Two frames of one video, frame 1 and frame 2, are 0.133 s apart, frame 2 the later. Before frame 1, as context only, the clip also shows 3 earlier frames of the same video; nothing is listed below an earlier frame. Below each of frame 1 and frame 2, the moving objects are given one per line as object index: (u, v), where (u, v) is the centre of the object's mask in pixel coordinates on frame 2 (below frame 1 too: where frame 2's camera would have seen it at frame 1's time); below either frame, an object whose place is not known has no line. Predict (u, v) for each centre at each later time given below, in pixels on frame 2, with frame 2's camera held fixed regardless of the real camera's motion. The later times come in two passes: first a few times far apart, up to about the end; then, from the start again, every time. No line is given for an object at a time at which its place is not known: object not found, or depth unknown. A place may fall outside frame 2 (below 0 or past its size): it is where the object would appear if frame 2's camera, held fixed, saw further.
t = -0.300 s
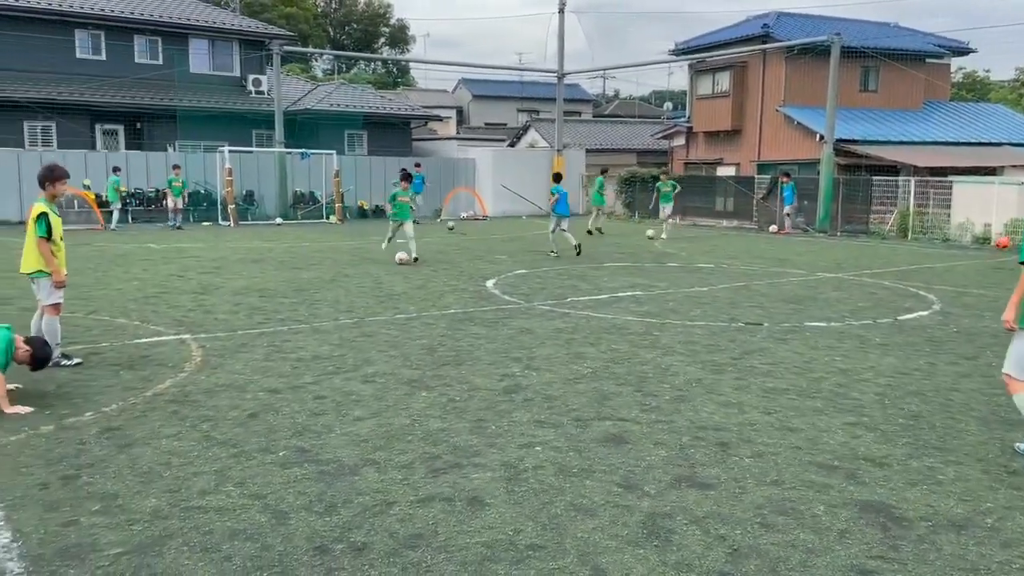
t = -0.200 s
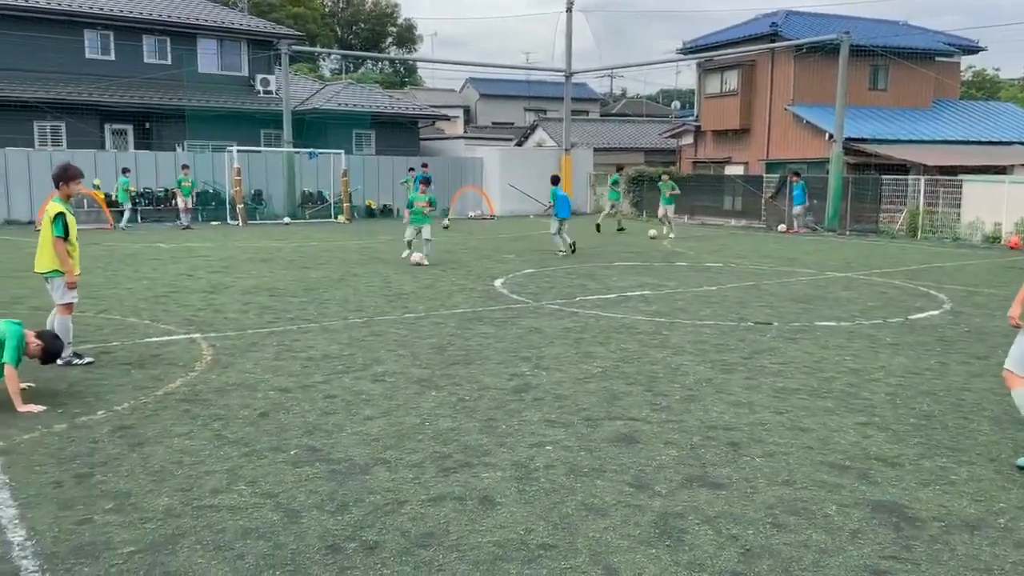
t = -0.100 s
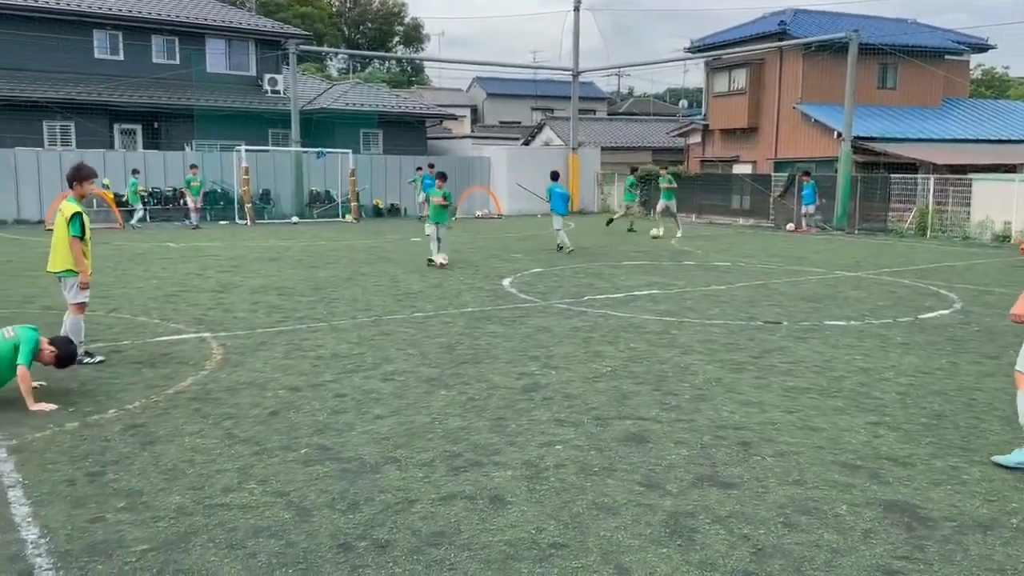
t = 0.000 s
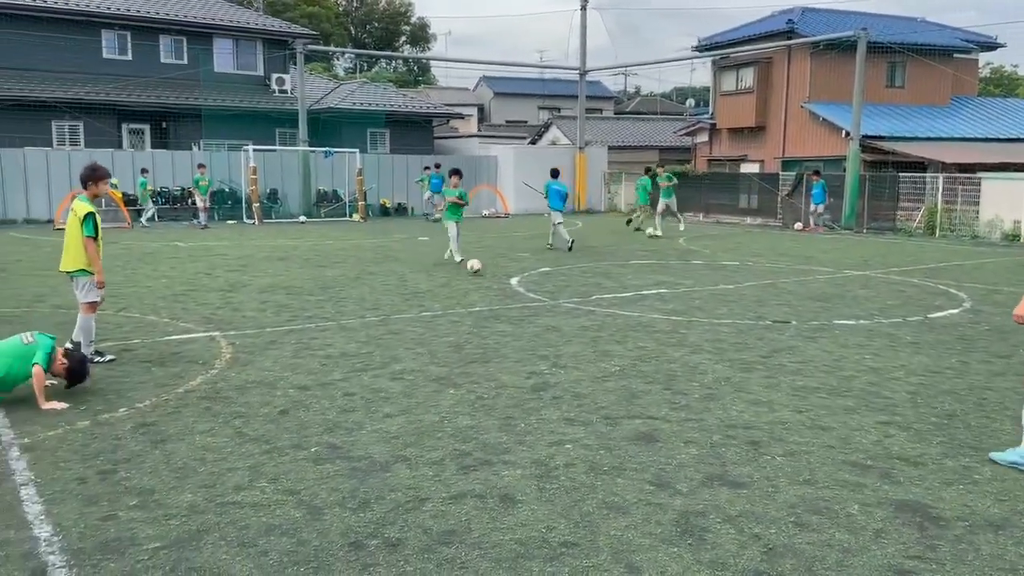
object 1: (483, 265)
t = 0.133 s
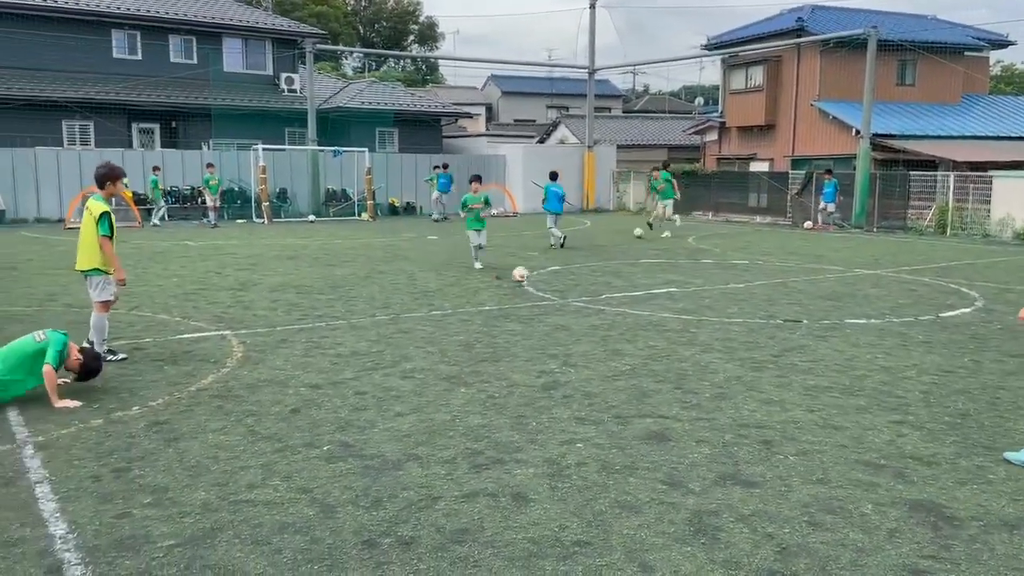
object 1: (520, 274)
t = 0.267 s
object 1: (563, 291)
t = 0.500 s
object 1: (645, 312)
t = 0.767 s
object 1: (763, 341)
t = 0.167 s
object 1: (530, 277)
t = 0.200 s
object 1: (540, 282)
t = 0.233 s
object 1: (551, 287)
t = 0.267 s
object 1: (563, 291)
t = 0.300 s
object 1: (573, 294)
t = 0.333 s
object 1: (584, 297)
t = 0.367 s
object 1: (596, 299)
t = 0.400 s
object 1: (607, 300)
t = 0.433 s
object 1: (619, 302)
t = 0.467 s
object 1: (632, 306)
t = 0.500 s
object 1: (645, 312)
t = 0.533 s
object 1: (657, 317)
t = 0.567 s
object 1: (670, 319)
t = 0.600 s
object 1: (685, 321)
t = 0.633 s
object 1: (699, 326)
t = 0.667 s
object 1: (713, 331)
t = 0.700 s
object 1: (730, 336)
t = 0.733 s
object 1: (745, 338)
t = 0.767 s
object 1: (763, 341)
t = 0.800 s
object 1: (780, 347)
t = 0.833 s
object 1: (798, 354)
